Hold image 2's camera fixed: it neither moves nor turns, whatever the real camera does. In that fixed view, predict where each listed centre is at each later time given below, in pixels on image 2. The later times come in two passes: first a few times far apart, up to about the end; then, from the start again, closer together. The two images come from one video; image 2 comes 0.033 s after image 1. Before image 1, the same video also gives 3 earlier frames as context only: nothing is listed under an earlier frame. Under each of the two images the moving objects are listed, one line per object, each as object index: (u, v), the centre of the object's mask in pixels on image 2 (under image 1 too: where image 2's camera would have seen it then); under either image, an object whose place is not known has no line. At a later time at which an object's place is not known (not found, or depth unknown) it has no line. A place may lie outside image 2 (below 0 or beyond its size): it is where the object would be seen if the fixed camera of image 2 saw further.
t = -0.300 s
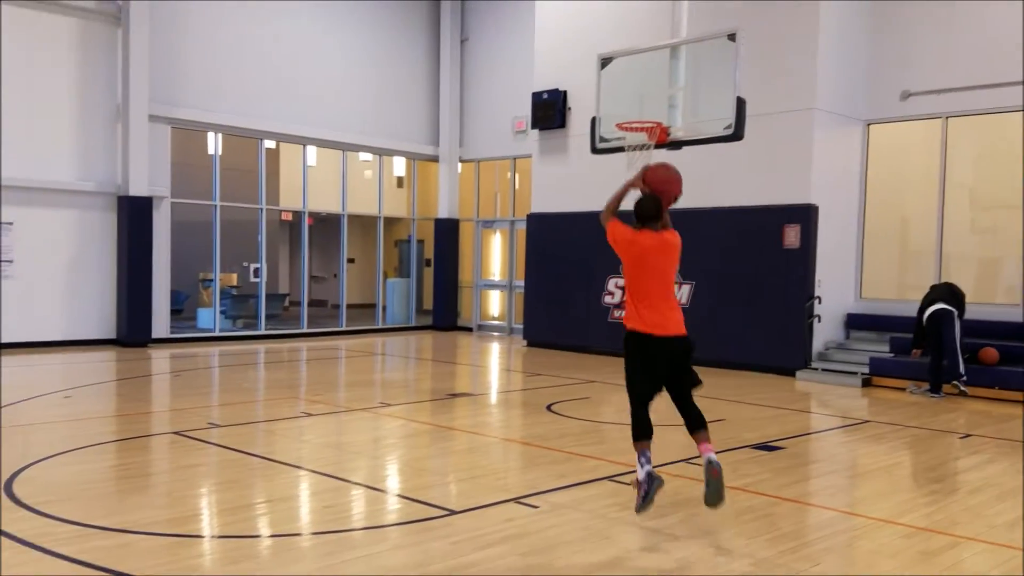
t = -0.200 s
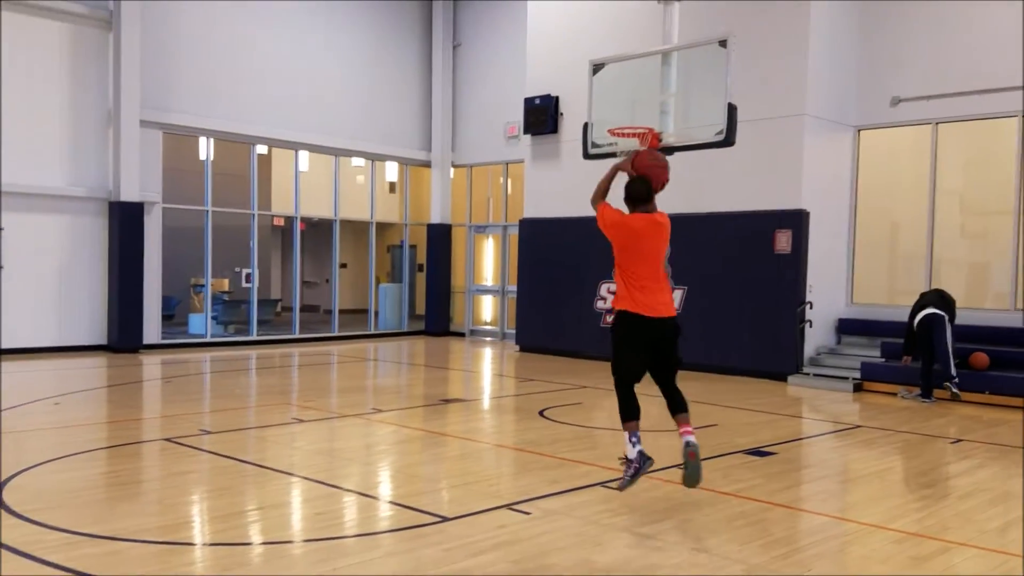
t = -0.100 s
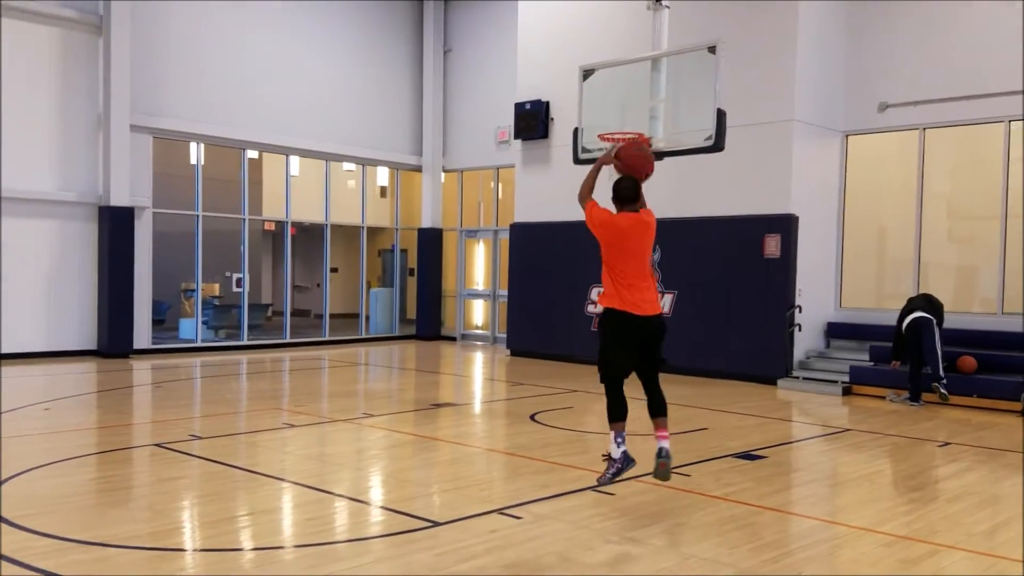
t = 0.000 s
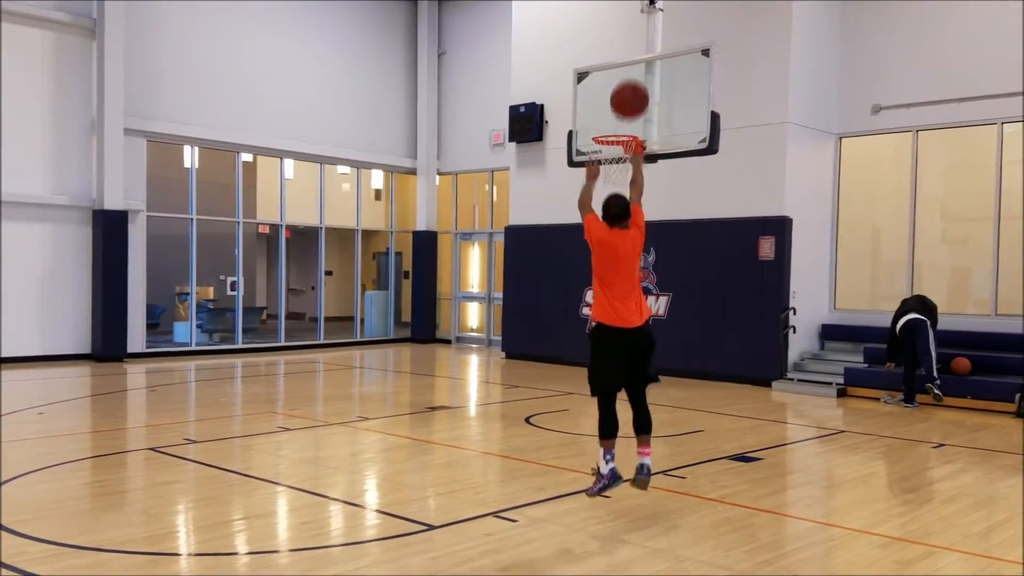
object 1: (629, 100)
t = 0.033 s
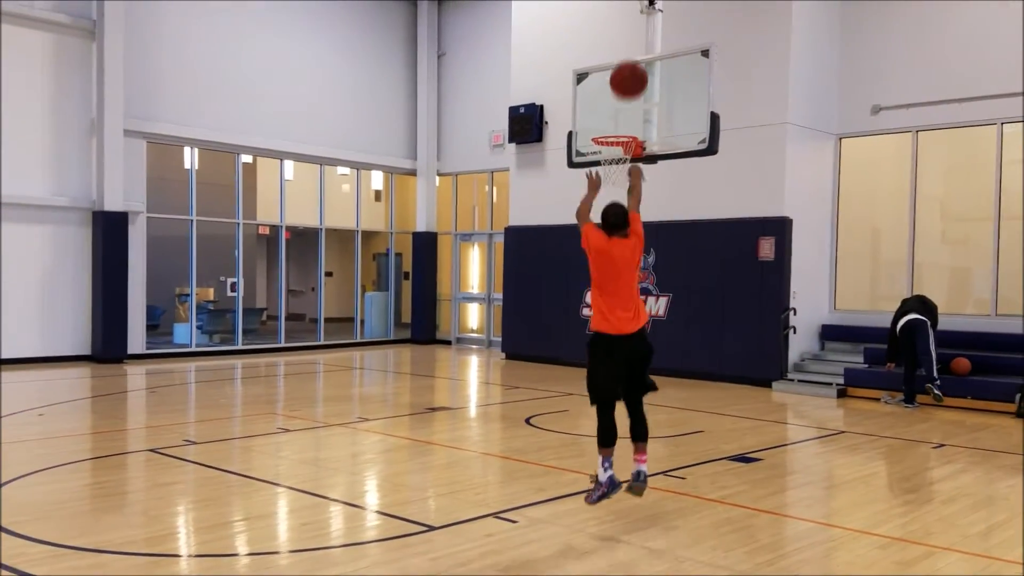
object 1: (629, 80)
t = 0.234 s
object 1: (626, 7)
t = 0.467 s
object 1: (623, 0)
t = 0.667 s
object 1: (620, 38)
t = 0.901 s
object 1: (617, 123)
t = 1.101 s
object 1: (612, 174)
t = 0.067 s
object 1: (628, 62)
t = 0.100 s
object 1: (628, 46)
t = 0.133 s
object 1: (627, 32)
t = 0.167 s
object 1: (627, 20)
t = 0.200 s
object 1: (626, 12)
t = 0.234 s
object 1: (626, 7)
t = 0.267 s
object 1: (625, 4)
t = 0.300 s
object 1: (625, 1)
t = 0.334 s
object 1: (625, -1)
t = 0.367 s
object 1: (624, -2)
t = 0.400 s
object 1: (624, -2)
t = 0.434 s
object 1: (623, -1)
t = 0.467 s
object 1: (623, 0)
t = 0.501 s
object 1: (623, 2)
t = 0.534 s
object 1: (622, 5)
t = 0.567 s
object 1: (622, 12)
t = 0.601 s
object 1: (622, 20)
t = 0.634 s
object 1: (621, 28)
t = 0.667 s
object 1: (620, 38)
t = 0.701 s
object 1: (620, 48)
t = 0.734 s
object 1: (619, 59)
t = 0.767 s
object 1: (619, 70)
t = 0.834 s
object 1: (618, 96)
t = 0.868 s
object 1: (617, 110)
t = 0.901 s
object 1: (617, 123)
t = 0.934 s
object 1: (615, 137)
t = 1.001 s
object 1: (614, 161)
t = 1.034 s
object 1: (614, 165)
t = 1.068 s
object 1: (612, 170)
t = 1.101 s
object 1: (612, 174)
